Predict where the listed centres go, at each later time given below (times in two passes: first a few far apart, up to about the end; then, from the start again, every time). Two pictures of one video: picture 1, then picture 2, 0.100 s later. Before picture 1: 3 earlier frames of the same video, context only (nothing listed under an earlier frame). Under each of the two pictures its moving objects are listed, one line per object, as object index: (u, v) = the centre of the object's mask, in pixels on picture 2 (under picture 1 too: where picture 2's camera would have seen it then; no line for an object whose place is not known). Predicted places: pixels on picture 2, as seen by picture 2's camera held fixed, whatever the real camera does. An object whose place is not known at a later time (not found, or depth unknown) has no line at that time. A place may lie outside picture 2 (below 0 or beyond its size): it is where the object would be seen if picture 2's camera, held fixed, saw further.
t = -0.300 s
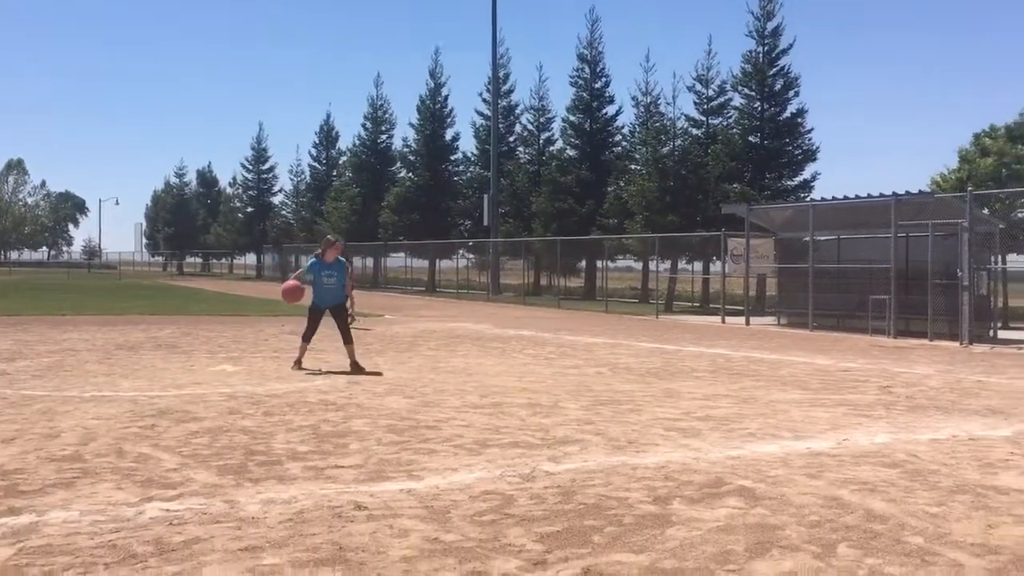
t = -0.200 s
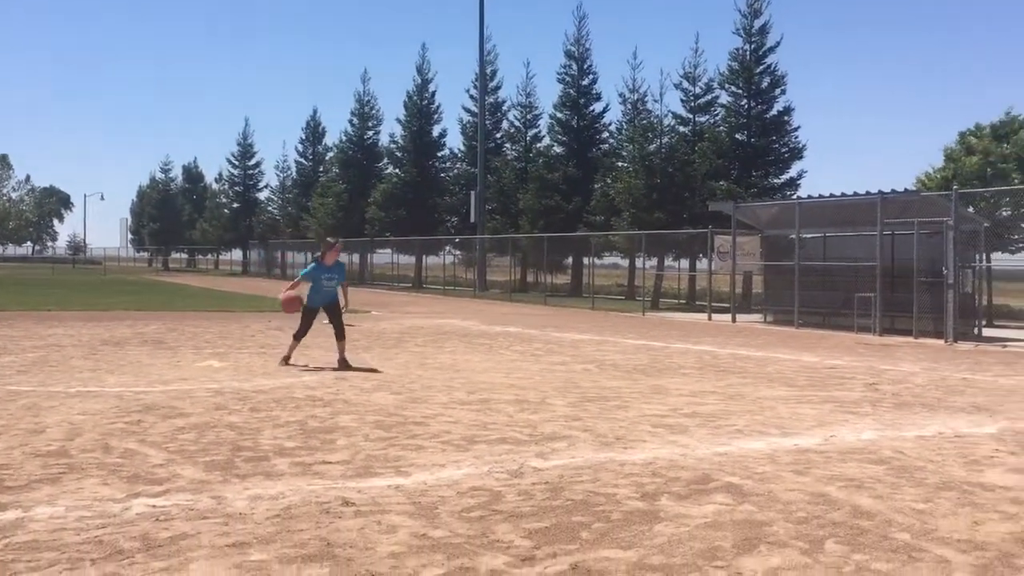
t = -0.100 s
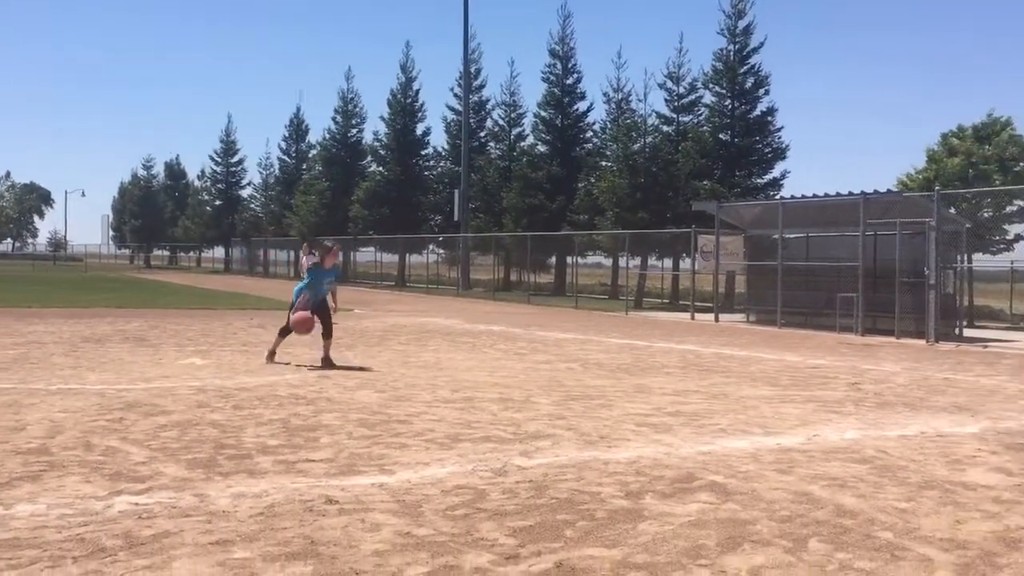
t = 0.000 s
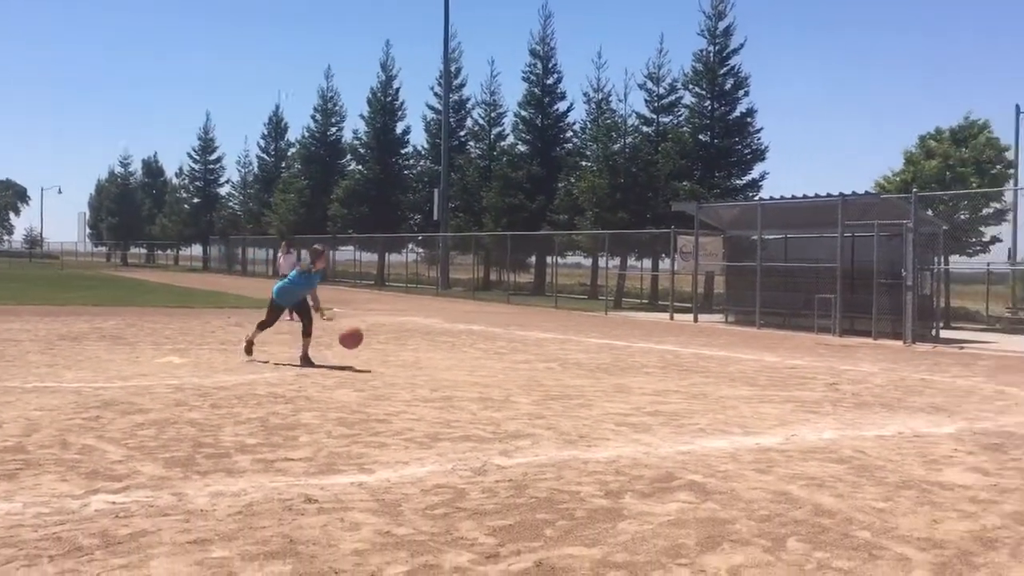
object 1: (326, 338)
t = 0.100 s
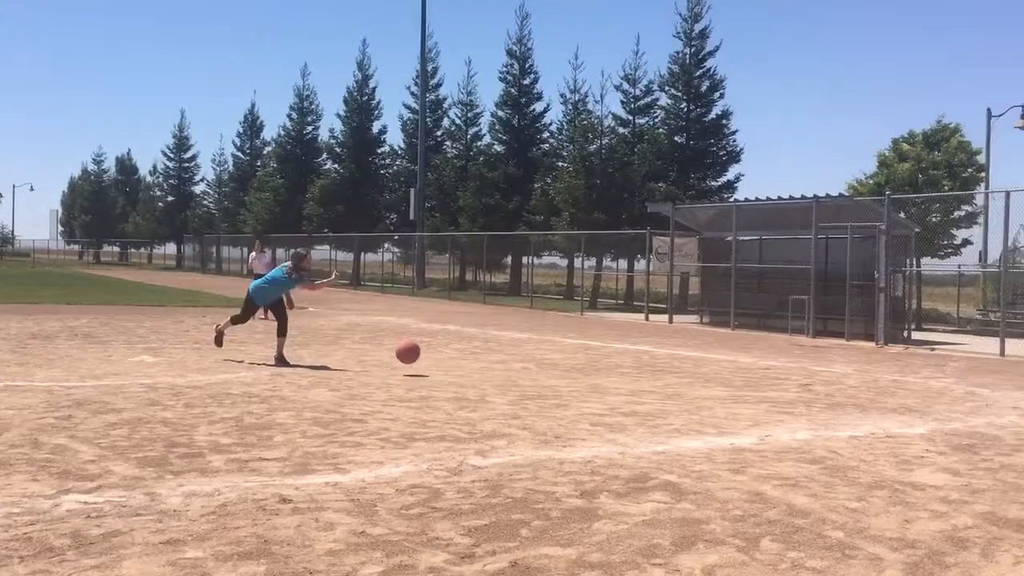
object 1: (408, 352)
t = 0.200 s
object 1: (488, 368)
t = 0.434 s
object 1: (645, 354)
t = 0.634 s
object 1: (787, 385)
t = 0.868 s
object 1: (944, 376)
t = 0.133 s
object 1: (436, 359)
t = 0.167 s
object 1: (464, 368)
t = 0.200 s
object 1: (488, 368)
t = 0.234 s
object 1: (510, 362)
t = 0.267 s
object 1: (532, 359)
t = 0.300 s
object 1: (554, 356)
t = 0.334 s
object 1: (576, 353)
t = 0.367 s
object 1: (599, 352)
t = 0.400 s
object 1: (623, 353)
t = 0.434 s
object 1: (645, 354)
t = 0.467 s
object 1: (668, 356)
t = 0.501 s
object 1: (692, 360)
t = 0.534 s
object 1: (716, 365)
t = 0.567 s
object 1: (739, 372)
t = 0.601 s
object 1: (764, 380)
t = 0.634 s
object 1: (787, 385)
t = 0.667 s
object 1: (809, 382)
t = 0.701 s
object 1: (831, 377)
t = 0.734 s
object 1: (853, 376)
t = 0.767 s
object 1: (875, 373)
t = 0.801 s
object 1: (898, 373)
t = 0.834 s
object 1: (921, 373)
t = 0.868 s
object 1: (944, 376)
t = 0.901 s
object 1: (968, 380)
